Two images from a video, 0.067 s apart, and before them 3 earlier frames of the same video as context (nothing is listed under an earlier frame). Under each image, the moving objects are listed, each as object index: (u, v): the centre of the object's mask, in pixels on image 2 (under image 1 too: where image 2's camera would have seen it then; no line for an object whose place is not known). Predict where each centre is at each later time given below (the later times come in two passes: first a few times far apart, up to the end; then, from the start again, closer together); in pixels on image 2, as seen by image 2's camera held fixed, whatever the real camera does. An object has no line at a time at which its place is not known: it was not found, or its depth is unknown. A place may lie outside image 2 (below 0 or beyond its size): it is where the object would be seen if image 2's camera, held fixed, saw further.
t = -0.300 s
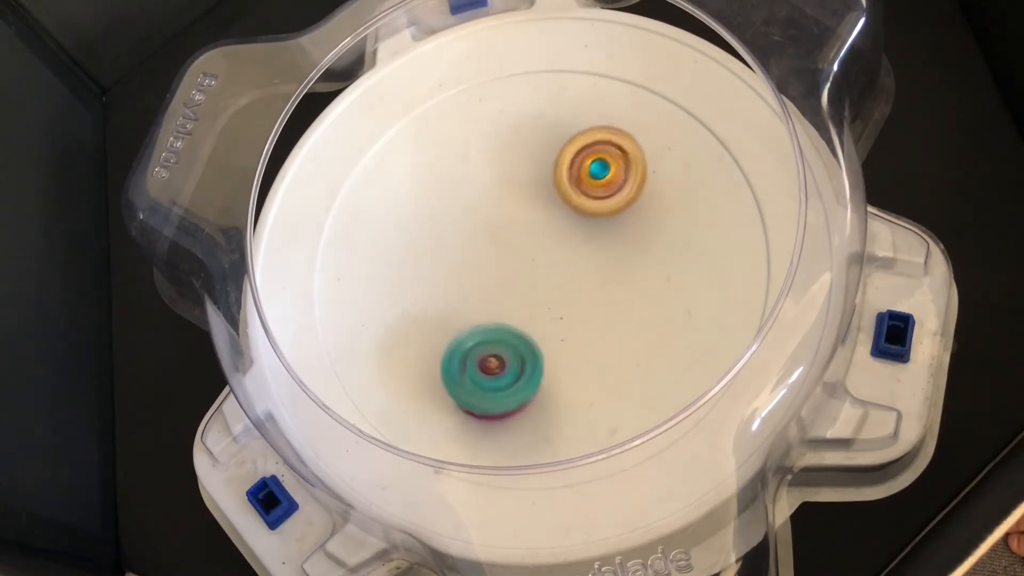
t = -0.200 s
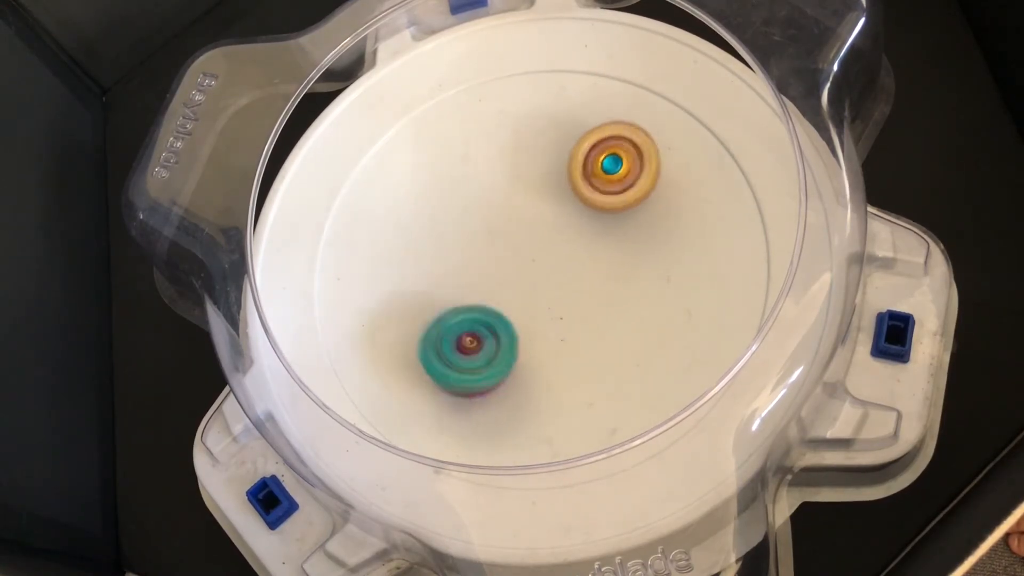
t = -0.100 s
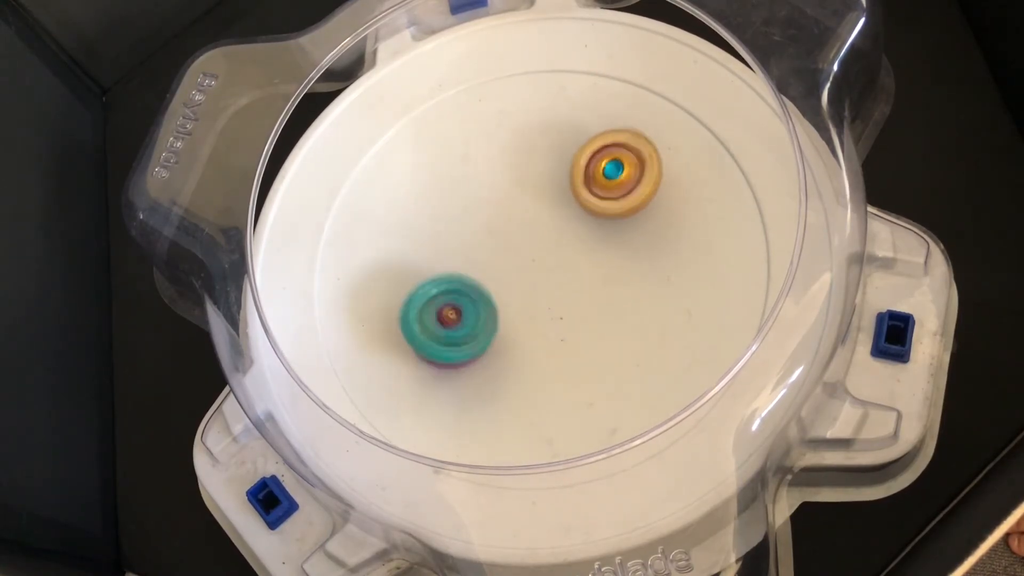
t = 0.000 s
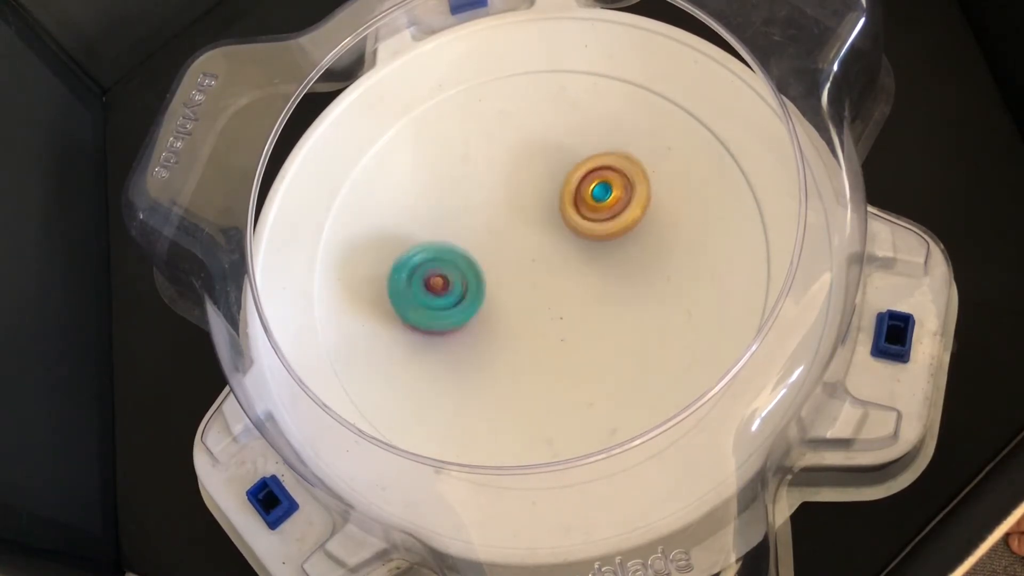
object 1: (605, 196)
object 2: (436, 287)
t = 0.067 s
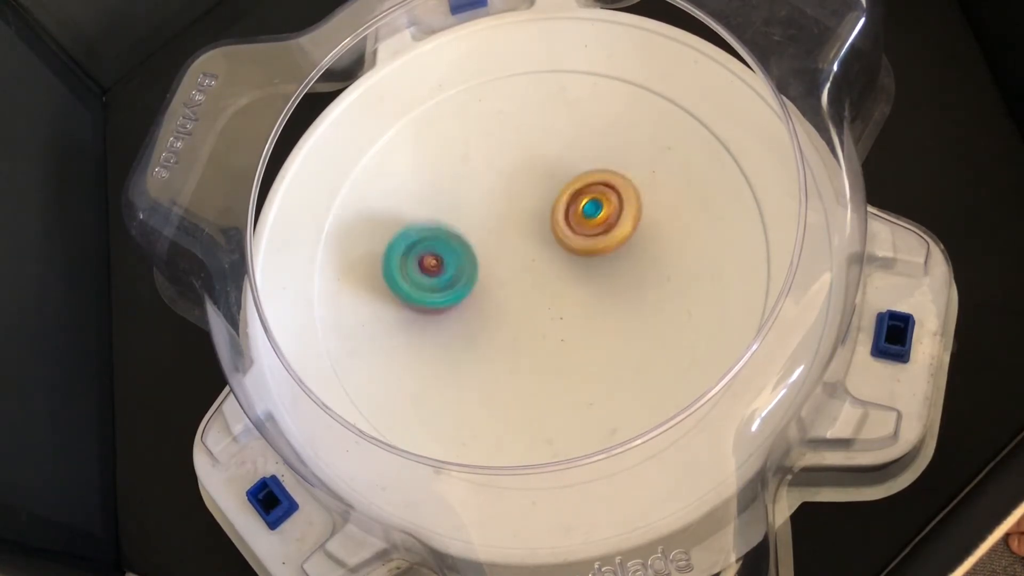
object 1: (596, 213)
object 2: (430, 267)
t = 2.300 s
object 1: (559, 279)
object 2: (439, 270)
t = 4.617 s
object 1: (576, 262)
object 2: (459, 263)
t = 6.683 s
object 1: (551, 252)
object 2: (485, 209)
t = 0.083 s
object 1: (593, 217)
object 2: (430, 261)
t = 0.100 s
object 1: (591, 221)
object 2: (429, 256)
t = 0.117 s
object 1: (588, 225)
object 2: (428, 250)
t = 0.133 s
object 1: (585, 228)
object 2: (428, 246)
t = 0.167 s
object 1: (578, 237)
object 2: (426, 237)
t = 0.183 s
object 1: (575, 241)
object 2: (426, 232)
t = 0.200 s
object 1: (571, 245)
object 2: (426, 227)
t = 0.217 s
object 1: (568, 248)
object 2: (427, 223)
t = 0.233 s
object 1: (564, 252)
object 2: (427, 219)
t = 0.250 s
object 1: (560, 255)
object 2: (428, 214)
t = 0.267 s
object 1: (555, 259)
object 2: (429, 210)
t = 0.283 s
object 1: (550, 262)
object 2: (429, 207)
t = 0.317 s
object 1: (542, 269)
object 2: (433, 201)
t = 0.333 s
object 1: (539, 271)
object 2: (434, 196)
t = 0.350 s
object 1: (534, 274)
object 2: (437, 194)
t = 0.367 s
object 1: (528, 276)
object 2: (438, 192)
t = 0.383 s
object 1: (524, 279)
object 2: (442, 189)
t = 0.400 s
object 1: (519, 281)
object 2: (444, 188)
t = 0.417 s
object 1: (515, 283)
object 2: (446, 186)
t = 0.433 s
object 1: (509, 284)
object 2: (450, 184)
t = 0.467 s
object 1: (499, 288)
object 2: (457, 181)
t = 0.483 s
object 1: (494, 290)
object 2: (462, 181)
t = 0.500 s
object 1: (490, 290)
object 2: (465, 180)
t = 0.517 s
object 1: (485, 291)
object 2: (470, 179)
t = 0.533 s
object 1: (481, 291)
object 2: (475, 179)
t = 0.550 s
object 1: (475, 292)
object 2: (479, 179)
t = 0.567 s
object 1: (470, 292)
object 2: (485, 178)
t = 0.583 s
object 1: (466, 293)
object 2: (491, 179)
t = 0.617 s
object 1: (458, 292)
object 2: (502, 179)
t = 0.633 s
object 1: (453, 292)
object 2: (508, 180)
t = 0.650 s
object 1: (449, 291)
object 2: (513, 179)
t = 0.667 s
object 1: (445, 291)
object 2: (519, 180)
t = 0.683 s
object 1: (441, 290)
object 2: (525, 181)
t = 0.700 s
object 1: (438, 289)
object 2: (531, 181)
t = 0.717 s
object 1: (434, 288)
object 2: (537, 182)
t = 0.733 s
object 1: (430, 286)
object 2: (541, 182)
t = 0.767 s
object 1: (425, 284)
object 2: (553, 184)
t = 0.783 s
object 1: (422, 282)
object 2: (557, 184)
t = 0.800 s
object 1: (420, 281)
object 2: (563, 185)
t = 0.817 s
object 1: (418, 278)
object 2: (568, 187)
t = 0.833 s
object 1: (417, 277)
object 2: (572, 188)
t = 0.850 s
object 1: (415, 274)
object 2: (578, 190)
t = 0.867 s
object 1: (415, 272)
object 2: (582, 192)
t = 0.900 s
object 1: (414, 268)
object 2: (591, 195)
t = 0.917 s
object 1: (415, 267)
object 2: (595, 197)
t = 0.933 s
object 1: (415, 265)
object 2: (599, 199)
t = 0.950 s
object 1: (417, 264)
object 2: (604, 202)
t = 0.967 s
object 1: (418, 263)
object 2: (606, 204)
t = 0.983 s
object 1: (421, 261)
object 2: (610, 206)
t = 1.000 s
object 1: (423, 259)
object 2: (613, 210)
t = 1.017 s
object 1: (426, 257)
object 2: (616, 211)
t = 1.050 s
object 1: (432, 254)
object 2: (620, 217)
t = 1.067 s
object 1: (435, 251)
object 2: (622, 219)
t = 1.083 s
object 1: (439, 250)
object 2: (624, 222)
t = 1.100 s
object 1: (442, 248)
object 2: (625, 226)
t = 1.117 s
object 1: (446, 246)
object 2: (627, 228)
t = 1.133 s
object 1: (450, 244)
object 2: (627, 231)
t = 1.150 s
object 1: (455, 242)
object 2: (627, 235)
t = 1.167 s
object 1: (460, 242)
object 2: (628, 238)
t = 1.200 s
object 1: (468, 239)
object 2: (627, 245)
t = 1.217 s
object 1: (473, 238)
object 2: (627, 249)
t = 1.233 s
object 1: (478, 237)
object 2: (626, 254)
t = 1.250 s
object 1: (483, 237)
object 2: (625, 258)
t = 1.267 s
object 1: (486, 235)
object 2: (624, 261)
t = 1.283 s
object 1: (491, 235)
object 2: (623, 267)
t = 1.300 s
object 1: (495, 235)
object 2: (621, 269)
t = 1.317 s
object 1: (501, 234)
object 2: (620, 273)
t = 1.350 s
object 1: (509, 234)
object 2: (615, 280)
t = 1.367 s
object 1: (514, 234)
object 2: (613, 283)
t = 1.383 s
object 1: (519, 235)
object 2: (610, 287)
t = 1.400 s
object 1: (524, 235)
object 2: (607, 289)
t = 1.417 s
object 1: (529, 235)
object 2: (604, 293)
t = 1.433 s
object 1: (532, 234)
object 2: (600, 297)
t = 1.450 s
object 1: (535, 230)
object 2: (600, 304)
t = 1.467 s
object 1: (535, 226)
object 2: (600, 312)
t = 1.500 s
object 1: (540, 220)
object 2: (599, 323)
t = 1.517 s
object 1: (543, 218)
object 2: (599, 328)
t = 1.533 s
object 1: (546, 216)
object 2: (598, 334)
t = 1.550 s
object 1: (549, 216)
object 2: (597, 338)
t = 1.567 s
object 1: (551, 214)
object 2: (597, 342)
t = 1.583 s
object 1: (555, 213)
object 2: (595, 347)
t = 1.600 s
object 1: (557, 212)
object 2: (593, 350)
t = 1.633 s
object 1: (563, 210)
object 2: (589, 359)
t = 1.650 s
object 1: (565, 210)
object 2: (587, 361)
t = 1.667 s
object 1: (567, 209)
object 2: (585, 363)
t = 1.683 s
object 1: (569, 209)
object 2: (582, 367)
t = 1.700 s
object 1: (571, 209)
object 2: (579, 368)
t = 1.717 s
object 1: (573, 209)
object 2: (576, 369)
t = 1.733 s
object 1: (572, 209)
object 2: (573, 371)
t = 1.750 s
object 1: (574, 210)
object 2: (569, 371)
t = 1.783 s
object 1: (576, 211)
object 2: (560, 372)
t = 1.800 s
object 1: (577, 212)
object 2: (555, 371)
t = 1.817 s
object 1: (576, 214)
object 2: (551, 370)
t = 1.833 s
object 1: (577, 215)
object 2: (547, 370)
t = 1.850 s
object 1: (577, 217)
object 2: (541, 368)
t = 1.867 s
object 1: (576, 217)
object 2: (536, 366)
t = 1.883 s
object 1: (577, 219)
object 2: (532, 364)
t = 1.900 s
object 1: (576, 222)
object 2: (527, 363)
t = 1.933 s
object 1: (575, 226)
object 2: (518, 357)
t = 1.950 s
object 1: (573, 228)
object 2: (513, 356)
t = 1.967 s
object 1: (573, 231)
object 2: (508, 352)
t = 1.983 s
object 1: (572, 234)
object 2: (503, 348)
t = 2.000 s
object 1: (571, 236)
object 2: (500, 346)
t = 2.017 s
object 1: (570, 240)
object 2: (495, 341)
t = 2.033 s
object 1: (568, 243)
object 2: (491, 337)
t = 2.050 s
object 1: (567, 246)
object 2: (488, 335)
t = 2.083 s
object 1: (564, 251)
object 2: (479, 326)
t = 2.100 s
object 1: (563, 255)
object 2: (477, 322)
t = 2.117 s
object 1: (561, 259)
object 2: (472, 318)
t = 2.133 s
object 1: (560, 261)
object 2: (469, 313)
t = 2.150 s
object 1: (559, 264)
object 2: (467, 308)
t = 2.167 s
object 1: (559, 266)
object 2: (462, 305)
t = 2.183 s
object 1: (559, 269)
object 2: (458, 300)
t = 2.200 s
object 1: (559, 271)
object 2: (454, 295)
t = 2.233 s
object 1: (560, 274)
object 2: (449, 288)
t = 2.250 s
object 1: (559, 276)
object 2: (446, 283)
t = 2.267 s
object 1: (559, 277)
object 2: (444, 279)
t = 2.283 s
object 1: (559, 278)
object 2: (441, 275)
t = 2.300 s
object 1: (559, 279)
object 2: (439, 270)
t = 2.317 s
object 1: (559, 281)
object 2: (438, 265)
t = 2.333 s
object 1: (557, 282)
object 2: (436, 261)
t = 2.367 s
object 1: (557, 285)
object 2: (434, 251)
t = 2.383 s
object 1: (555, 285)
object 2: (433, 247)
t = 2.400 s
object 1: (555, 287)
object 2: (432, 242)
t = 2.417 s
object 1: (554, 288)
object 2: (432, 238)
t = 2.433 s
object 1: (553, 288)
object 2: (433, 234)
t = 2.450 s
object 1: (551, 289)
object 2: (432, 229)
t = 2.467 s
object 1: (549, 289)
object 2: (433, 225)
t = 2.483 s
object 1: (549, 289)
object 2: (435, 220)
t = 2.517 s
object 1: (546, 289)
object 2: (437, 213)
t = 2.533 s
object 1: (545, 290)
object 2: (439, 208)
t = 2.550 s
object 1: (543, 290)
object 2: (441, 205)
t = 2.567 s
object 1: (542, 289)
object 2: (443, 202)
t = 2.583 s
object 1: (539, 289)
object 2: (445, 198)
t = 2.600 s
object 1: (537, 288)
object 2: (449, 195)
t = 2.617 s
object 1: (537, 288)
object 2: (450, 193)
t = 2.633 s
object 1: (534, 288)
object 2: (454, 190)
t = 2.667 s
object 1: (531, 286)
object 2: (461, 186)
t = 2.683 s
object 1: (528, 285)
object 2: (464, 183)
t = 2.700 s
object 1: (528, 284)
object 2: (469, 182)
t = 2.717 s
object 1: (525, 283)
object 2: (474, 180)
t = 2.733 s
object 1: (523, 281)
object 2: (477, 179)
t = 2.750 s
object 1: (522, 280)
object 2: (481, 178)
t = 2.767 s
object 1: (520, 279)
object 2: (487, 177)
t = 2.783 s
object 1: (518, 277)
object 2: (491, 178)
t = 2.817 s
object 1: (514, 275)
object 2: (500, 177)
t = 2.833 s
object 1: (513, 272)
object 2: (507, 178)
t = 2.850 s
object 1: (510, 271)
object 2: (510, 178)
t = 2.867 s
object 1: (508, 269)
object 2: (515, 179)
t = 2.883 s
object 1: (506, 269)
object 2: (521, 179)
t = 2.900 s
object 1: (503, 268)
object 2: (526, 179)
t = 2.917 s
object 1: (500, 270)
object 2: (531, 179)
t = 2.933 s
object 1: (498, 271)
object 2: (536, 180)
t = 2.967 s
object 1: (495, 272)
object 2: (545, 181)
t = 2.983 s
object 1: (493, 273)
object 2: (550, 182)
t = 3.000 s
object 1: (492, 273)
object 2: (555, 183)
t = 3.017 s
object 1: (491, 274)
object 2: (559, 186)
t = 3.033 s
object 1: (490, 274)
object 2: (564, 188)
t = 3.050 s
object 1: (487, 274)
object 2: (567, 190)
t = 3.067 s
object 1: (487, 275)
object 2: (572, 193)
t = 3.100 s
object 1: (484, 275)
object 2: (579, 198)
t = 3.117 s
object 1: (484, 275)
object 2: (582, 201)
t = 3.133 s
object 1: (482, 275)
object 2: (586, 205)
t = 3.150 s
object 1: (482, 274)
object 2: (589, 209)
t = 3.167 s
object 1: (481, 275)
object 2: (591, 212)
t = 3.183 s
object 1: (479, 274)
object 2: (594, 216)
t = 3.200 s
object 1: (481, 274)
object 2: (596, 220)
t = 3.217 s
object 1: (481, 274)
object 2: (598, 224)
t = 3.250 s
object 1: (483, 273)
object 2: (602, 234)
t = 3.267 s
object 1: (483, 273)
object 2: (602, 237)
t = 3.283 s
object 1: (485, 271)
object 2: (603, 242)
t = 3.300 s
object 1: (486, 271)
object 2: (605, 246)
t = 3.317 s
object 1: (486, 271)
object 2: (605, 252)
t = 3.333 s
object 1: (489, 269)
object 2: (606, 256)
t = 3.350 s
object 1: (490, 269)
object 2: (605, 260)
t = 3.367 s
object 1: (490, 267)
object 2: (605, 265)
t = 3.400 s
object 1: (494, 266)
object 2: (603, 274)
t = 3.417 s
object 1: (495, 264)
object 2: (602, 278)
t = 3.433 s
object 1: (497, 264)
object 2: (601, 284)
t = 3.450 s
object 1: (498, 263)
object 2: (599, 287)
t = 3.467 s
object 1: (500, 261)
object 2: (596, 292)
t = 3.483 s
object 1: (502, 261)
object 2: (595, 295)
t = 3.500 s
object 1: (503, 260)
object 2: (592, 300)
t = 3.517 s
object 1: (506, 258)
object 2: (589, 303)
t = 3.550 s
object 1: (505, 252)
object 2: (587, 315)
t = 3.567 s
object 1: (506, 249)
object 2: (583, 320)
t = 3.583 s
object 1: (505, 246)
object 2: (583, 323)
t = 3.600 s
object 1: (505, 244)
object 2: (581, 325)
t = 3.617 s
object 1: (505, 242)
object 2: (580, 330)
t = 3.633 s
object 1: (505, 238)
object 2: (577, 332)
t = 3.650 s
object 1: (505, 235)
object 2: (574, 336)
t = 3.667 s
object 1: (505, 233)
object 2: (572, 338)
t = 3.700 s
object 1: (505, 228)
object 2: (564, 344)
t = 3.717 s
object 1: (506, 225)
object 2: (561, 346)
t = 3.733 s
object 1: (506, 223)
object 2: (559, 347)
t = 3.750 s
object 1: (506, 221)
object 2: (554, 350)
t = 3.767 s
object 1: (506, 219)
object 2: (550, 350)
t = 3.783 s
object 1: (507, 217)
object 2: (546, 350)
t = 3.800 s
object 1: (507, 215)
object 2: (544, 351)
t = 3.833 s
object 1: (508, 214)
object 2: (534, 351)
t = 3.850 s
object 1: (508, 212)
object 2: (530, 349)
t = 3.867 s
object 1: (509, 211)
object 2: (528, 349)
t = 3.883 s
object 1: (509, 211)
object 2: (522, 348)
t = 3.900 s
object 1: (511, 210)
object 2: (518, 346)
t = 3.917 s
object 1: (511, 210)
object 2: (514, 343)
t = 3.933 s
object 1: (511, 210)
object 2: (511, 343)
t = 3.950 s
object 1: (513, 209)
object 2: (507, 340)
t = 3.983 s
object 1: (514, 210)
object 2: (500, 334)
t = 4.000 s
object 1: (517, 211)
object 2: (497, 333)
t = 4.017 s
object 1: (518, 212)
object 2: (494, 328)
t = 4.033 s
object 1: (518, 212)
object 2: (491, 325)
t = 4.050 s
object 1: (520, 214)
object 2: (488, 321)
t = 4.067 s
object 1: (521, 215)
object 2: (486, 319)
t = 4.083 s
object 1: (521, 215)
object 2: (483, 314)
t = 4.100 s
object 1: (523, 217)
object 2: (481, 311)
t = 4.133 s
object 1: (525, 219)
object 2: (478, 304)
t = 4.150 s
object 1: (526, 221)
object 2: (476, 298)
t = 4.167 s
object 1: (535, 221)
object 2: (464, 298)
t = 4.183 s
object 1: (545, 217)
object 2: (452, 299)
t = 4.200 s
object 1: (558, 214)
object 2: (445, 301)
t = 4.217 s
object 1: (567, 214)
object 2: (435, 299)
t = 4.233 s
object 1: (574, 216)
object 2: (431, 297)
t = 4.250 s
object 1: (580, 215)
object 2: (428, 294)
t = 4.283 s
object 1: (588, 218)
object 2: (427, 291)
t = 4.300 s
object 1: (589, 221)
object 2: (424, 287)
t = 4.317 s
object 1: (590, 221)
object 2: (425, 284)
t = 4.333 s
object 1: (591, 223)
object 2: (426, 283)
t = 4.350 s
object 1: (593, 223)
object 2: (427, 280)
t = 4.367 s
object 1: (593, 225)
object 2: (427, 278)
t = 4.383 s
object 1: (596, 227)
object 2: (426, 277)
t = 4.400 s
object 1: (596, 230)
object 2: (429, 274)
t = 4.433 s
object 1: (596, 235)
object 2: (434, 274)
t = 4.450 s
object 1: (598, 237)
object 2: (435, 272)
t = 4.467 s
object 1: (595, 240)
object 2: (435, 271)
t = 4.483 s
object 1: (596, 243)
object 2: (435, 269)
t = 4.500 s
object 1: (593, 245)
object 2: (439, 267)
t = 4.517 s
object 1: (593, 248)
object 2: (442, 268)
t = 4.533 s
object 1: (590, 250)
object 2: (444, 269)
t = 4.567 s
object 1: (585, 255)
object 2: (447, 266)
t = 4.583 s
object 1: (583, 258)
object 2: (450, 264)
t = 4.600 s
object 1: (580, 259)
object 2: (454, 263)
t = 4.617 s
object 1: (576, 262)
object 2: (459, 263)
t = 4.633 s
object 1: (573, 262)
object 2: (462, 264)
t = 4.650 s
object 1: (569, 264)
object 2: (464, 261)
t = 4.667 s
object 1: (566, 264)
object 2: (468, 260)
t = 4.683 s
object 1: (560, 266)
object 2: (471, 260)
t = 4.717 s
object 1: (558, 270)
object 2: (473, 250)
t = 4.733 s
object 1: (561, 271)
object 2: (475, 244)
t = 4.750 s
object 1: (558, 274)
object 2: (476, 238)
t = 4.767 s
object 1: (560, 274)
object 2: (478, 235)
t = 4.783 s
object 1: (556, 276)
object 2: (480, 231)
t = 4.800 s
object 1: (554, 275)
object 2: (483, 225)
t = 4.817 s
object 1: (548, 275)
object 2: (485, 220)
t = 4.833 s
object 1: (546, 273)
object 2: (487, 217)
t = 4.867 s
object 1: (540, 272)
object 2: (489, 210)
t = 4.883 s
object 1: (536, 272)
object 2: (489, 208)
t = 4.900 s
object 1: (535, 270)
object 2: (488, 207)
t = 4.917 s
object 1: (531, 270)
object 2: (487, 206)
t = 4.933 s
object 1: (530, 268)
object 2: (486, 206)
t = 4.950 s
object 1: (527, 268)
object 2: (485, 206)
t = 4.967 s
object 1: (528, 268)
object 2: (484, 205)
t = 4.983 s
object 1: (526, 270)
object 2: (483, 205)
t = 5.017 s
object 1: (521, 270)
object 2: (480, 208)
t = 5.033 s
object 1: (520, 270)
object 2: (480, 208)
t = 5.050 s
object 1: (519, 272)
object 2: (482, 207)
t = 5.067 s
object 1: (517, 274)
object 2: (483, 207)
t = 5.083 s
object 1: (515, 278)
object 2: (485, 208)
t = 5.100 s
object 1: (513, 279)
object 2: (486, 208)
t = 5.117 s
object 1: (512, 280)
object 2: (486, 208)
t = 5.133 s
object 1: (511, 281)
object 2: (487, 208)
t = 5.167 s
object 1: (510, 283)
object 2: (487, 209)
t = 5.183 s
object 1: (509, 284)
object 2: (487, 209)
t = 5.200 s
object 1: (510, 286)
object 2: (487, 210)
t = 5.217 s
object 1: (507, 288)
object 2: (487, 209)
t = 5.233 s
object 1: (507, 289)
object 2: (487, 210)
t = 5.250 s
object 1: (504, 291)
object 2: (488, 210)
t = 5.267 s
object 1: (503, 291)
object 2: (487, 210)
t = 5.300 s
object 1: (500, 293)
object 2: (488, 210)
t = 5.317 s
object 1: (500, 294)
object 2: (488, 211)
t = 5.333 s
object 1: (498, 294)
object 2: (488, 211)
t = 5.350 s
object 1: (499, 294)
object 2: (488, 211)
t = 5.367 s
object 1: (497, 295)
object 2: (488, 211)
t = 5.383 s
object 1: (497, 294)
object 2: (488, 210)
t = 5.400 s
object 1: (496, 295)
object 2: (488, 211)
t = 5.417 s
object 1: (496, 294)
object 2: (488, 210)
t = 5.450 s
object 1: (496, 293)
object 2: (488, 210)
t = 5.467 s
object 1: (497, 292)
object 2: (488, 210)
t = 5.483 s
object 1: (496, 291)
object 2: (488, 210)
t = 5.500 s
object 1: (497, 290)
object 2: (487, 209)
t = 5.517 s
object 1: (498, 290)
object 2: (487, 209)
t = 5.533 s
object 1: (498, 289)
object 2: (487, 209)
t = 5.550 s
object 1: (499, 287)
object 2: (487, 208)
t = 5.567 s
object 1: (499, 286)
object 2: (487, 208)
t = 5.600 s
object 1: (503, 282)
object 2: (487, 207)
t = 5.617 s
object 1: (504, 281)
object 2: (487, 206)
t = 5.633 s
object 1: (506, 280)
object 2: (486, 206)
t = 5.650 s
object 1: (507, 279)
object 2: (486, 206)
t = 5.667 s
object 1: (509, 278)
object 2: (486, 206)
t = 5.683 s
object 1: (510, 278)
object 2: (486, 206)
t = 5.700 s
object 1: (510, 277)
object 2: (486, 205)
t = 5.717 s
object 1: (512, 275)
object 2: (486, 205)
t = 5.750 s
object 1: (517, 273)
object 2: (485, 206)
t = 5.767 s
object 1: (518, 272)
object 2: (485, 206)
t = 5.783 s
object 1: (521, 272)
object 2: (485, 206)
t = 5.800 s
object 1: (522, 272)
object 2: (485, 206)
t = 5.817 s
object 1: (524, 272)
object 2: (485, 206)
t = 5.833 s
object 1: (526, 272)
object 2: (485, 207)
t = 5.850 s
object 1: (527, 273)
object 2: (486, 207)
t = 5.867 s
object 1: (529, 273)
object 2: (486, 208)
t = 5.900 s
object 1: (533, 271)
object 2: (486, 208)
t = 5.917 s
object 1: (535, 272)
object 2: (486, 209)
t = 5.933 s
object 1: (537, 272)
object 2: (486, 209)
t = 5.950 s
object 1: (540, 273)
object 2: (487, 210)
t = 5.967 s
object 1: (541, 273)
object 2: (487, 210)
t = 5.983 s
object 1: (544, 274)
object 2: (487, 210)
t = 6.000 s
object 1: (545, 275)
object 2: (487, 211)
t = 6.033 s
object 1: (547, 276)
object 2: (488, 211)
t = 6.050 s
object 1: (548, 274)
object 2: (488, 211)
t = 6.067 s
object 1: (551, 275)
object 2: (488, 212)
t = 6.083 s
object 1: (552, 277)
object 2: (488, 212)
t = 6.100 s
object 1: (553, 277)
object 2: (488, 212)
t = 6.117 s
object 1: (553, 278)
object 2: (488, 212)
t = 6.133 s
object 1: (554, 277)
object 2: (488, 212)
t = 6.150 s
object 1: (556, 278)
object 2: (488, 212)
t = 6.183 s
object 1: (558, 279)
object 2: (488, 212)
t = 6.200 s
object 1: (558, 279)
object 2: (488, 212)
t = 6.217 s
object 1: (558, 279)
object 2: (488, 212)
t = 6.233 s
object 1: (559, 279)
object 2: (488, 212)
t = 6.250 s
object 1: (559, 279)
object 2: (488, 212)
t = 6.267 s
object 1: (561, 279)
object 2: (488, 212)
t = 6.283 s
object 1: (560, 280)
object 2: (488, 212)
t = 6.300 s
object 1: (560, 278)
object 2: (488, 212)
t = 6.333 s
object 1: (559, 277)
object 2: (488, 212)
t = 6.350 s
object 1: (561, 277)
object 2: (488, 212)
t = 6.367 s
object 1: (560, 277)
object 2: (488, 212)
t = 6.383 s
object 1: (561, 276)
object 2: (488, 212)
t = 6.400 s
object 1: (560, 276)
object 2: (488, 212)
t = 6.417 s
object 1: (558, 275)
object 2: (488, 212)
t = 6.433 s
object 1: (558, 273)
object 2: (488, 212)
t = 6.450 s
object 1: (557, 271)
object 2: (488, 212)
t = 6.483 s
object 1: (558, 269)
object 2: (488, 212)
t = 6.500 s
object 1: (556, 268)
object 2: (488, 212)
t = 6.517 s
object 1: (556, 268)
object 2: (488, 212)
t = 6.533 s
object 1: (555, 266)
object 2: (487, 211)
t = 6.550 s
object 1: (554, 263)
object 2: (487, 211)
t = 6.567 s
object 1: (553, 262)
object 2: (487, 211)
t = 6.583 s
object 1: (552, 259)
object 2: (486, 210)
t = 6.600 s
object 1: (553, 258)
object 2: (486, 210)
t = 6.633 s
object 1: (552, 254)
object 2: (485, 210)
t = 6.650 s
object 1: (552, 254)
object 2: (485, 210)
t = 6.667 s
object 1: (550, 253)
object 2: (485, 209)
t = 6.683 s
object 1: (551, 252)
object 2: (485, 209)
